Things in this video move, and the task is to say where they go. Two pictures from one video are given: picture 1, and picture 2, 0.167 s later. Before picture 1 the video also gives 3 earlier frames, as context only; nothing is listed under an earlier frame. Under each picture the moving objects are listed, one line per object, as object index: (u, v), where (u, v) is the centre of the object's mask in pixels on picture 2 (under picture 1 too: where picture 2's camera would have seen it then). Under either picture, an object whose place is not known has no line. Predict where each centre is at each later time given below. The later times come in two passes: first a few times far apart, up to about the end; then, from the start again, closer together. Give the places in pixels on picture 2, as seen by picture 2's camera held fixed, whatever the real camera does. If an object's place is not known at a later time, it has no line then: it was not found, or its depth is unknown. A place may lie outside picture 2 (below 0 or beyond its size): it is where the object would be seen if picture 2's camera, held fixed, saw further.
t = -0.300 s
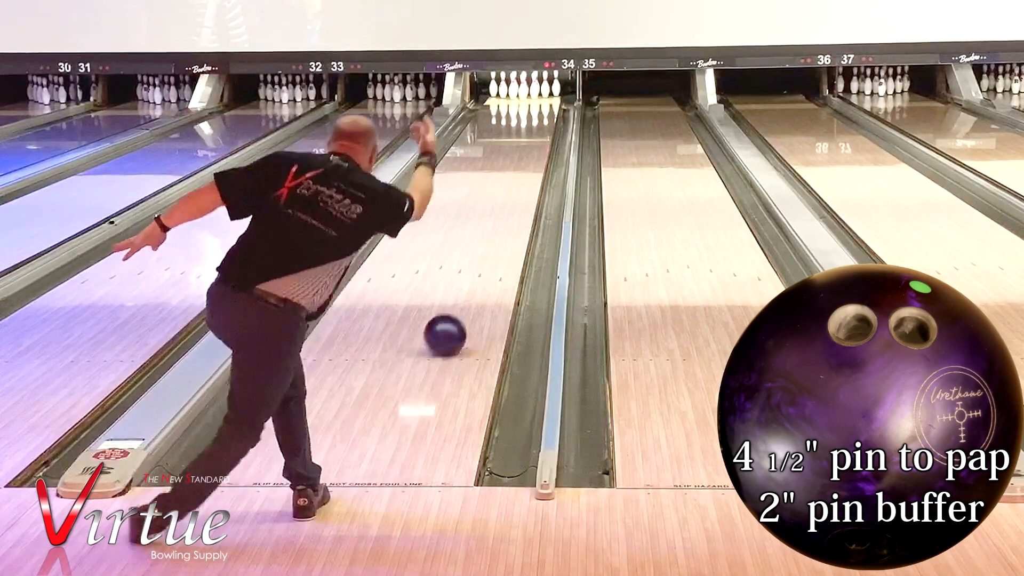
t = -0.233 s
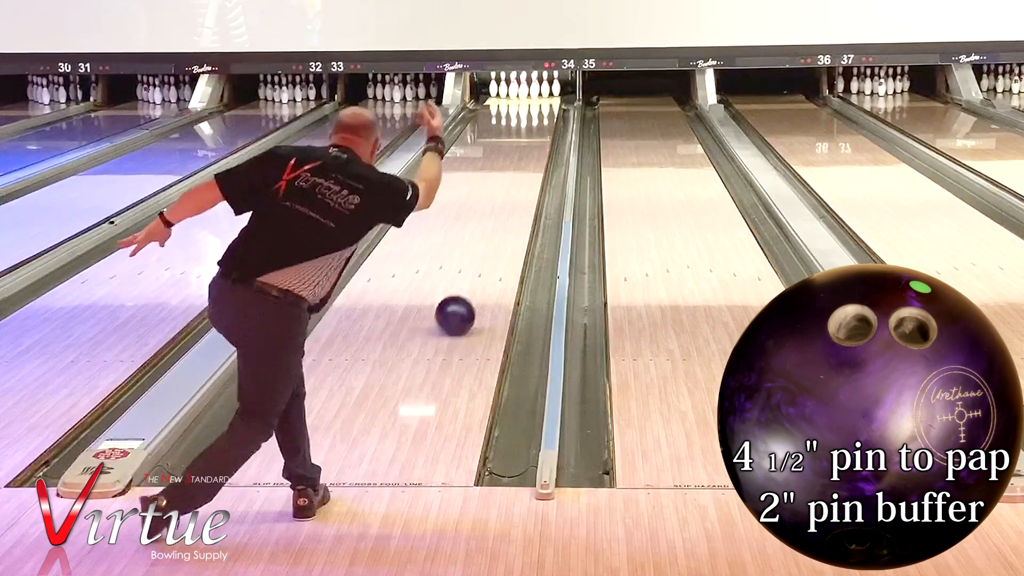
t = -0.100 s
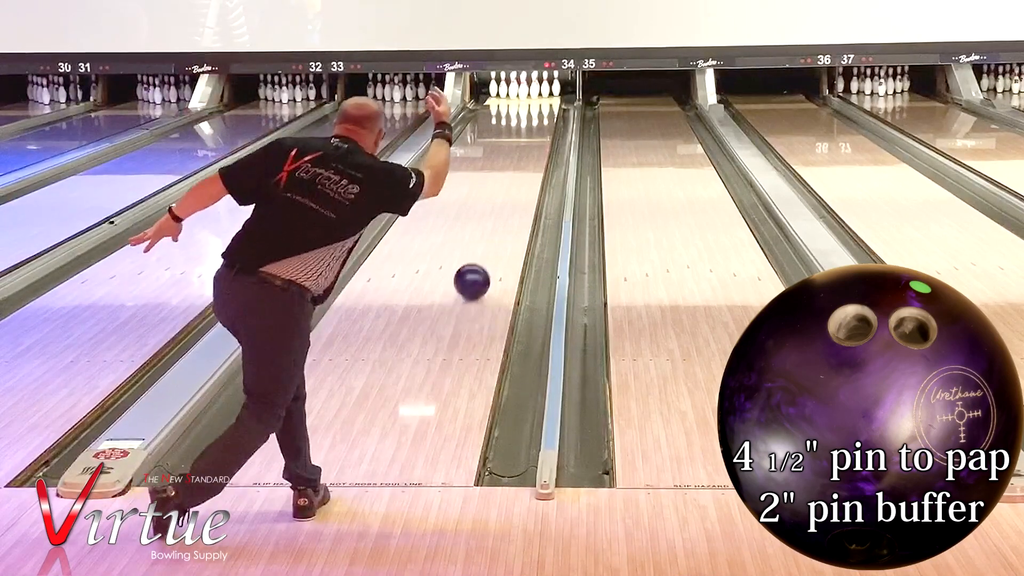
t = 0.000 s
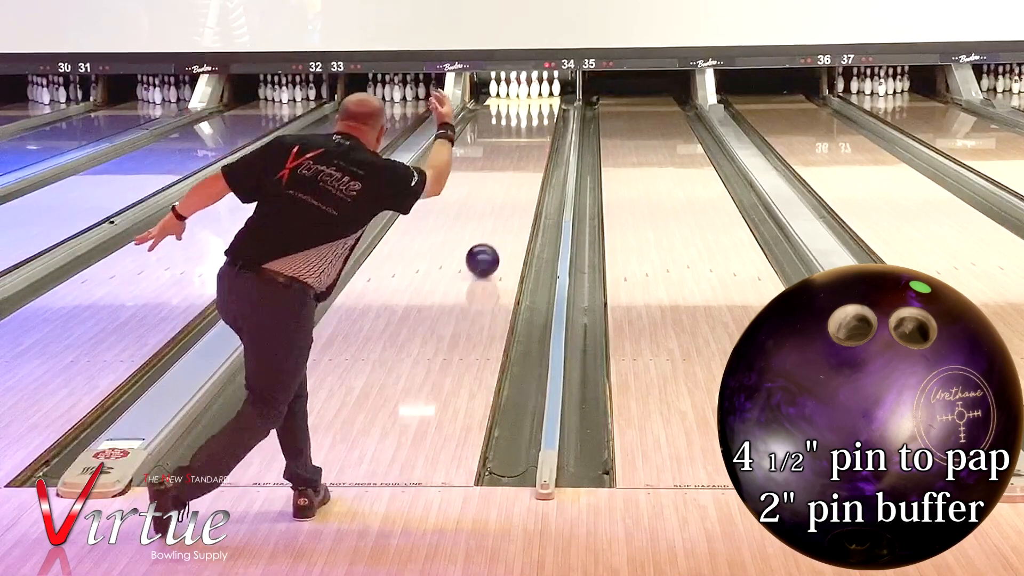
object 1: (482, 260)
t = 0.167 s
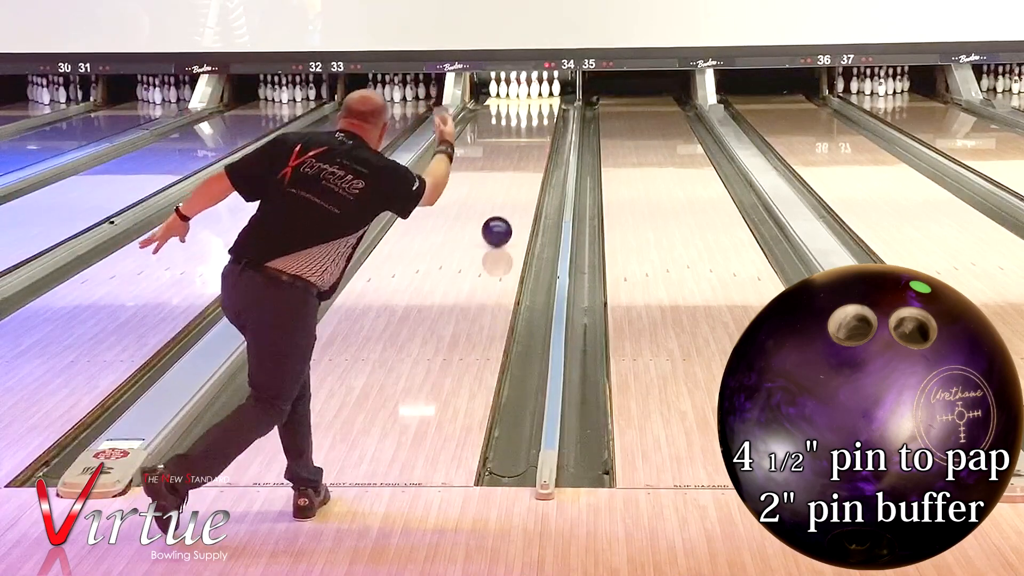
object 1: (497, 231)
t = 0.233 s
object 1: (502, 221)
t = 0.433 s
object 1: (514, 195)
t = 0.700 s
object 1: (525, 167)
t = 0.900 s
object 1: (530, 151)
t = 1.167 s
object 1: (534, 133)
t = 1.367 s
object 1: (536, 122)
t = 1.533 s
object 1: (536, 114)
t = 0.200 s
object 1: (499, 226)
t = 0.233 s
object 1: (502, 221)
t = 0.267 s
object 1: (504, 216)
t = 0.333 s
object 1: (508, 207)
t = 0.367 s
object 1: (510, 203)
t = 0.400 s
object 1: (512, 199)
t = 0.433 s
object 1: (514, 195)
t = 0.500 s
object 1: (517, 187)
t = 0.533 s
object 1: (518, 183)
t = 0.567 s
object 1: (520, 180)
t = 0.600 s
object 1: (521, 177)
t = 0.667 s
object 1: (524, 170)
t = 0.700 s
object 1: (525, 167)
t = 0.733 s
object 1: (526, 164)
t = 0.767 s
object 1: (527, 162)
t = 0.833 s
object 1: (529, 156)
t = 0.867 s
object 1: (530, 154)
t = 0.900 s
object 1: (530, 151)
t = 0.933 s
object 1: (531, 149)
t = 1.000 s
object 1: (532, 144)
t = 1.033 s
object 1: (533, 142)
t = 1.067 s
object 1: (533, 139)
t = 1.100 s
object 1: (534, 137)
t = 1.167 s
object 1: (534, 133)
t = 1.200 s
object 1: (535, 131)
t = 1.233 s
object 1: (535, 129)
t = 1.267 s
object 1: (536, 127)
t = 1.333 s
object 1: (536, 124)
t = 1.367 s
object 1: (536, 122)
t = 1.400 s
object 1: (536, 120)
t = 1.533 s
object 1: (536, 114)
